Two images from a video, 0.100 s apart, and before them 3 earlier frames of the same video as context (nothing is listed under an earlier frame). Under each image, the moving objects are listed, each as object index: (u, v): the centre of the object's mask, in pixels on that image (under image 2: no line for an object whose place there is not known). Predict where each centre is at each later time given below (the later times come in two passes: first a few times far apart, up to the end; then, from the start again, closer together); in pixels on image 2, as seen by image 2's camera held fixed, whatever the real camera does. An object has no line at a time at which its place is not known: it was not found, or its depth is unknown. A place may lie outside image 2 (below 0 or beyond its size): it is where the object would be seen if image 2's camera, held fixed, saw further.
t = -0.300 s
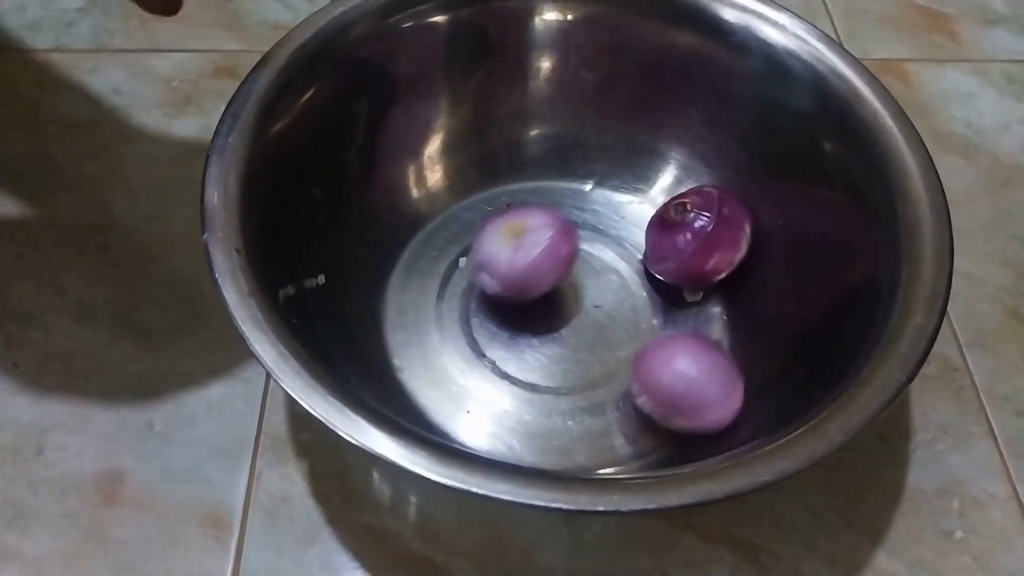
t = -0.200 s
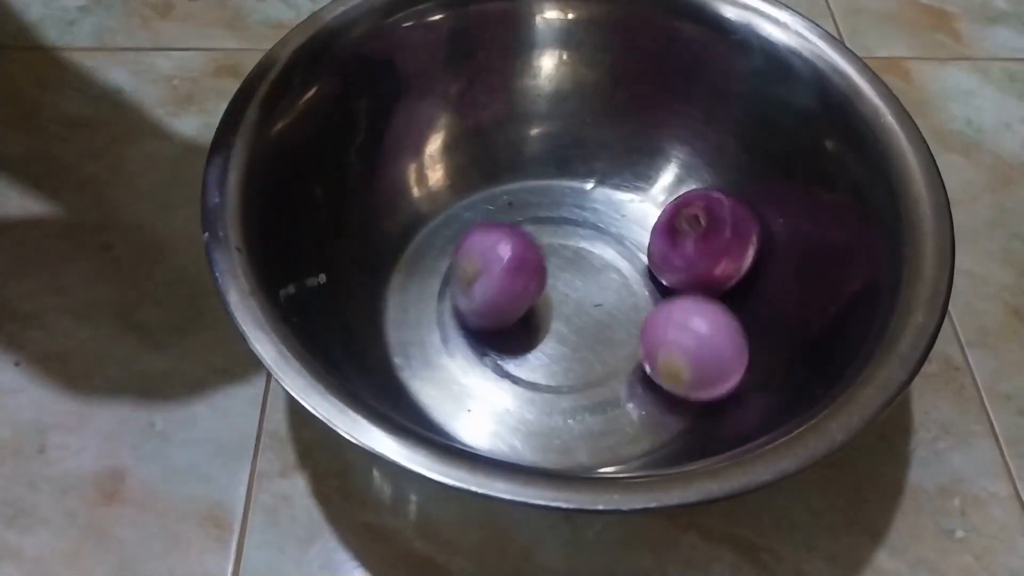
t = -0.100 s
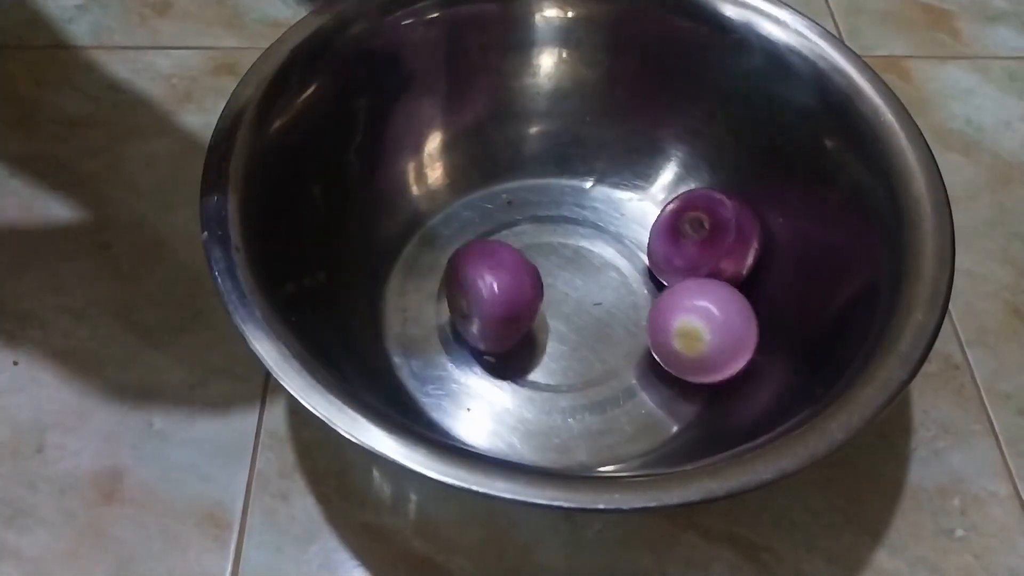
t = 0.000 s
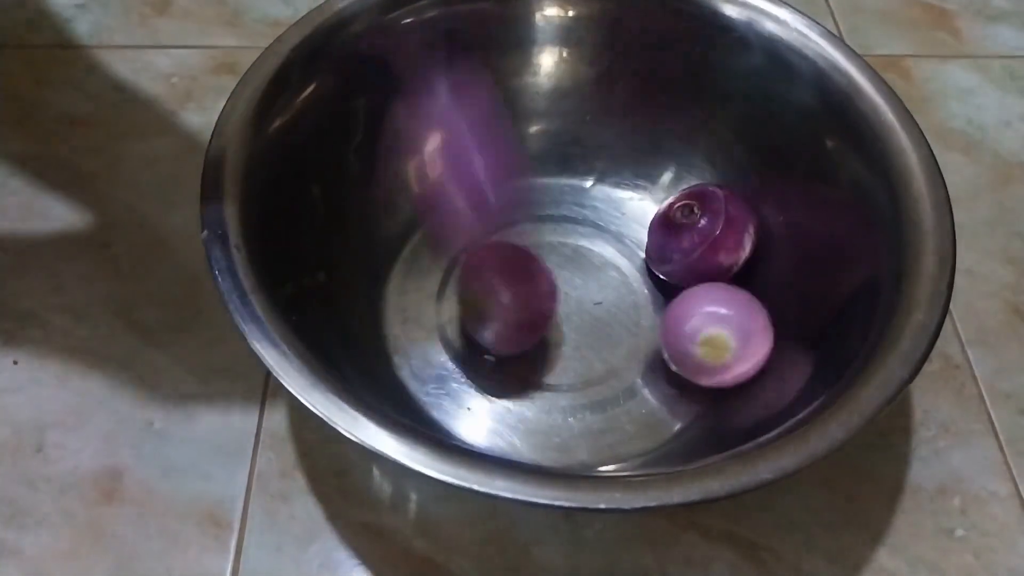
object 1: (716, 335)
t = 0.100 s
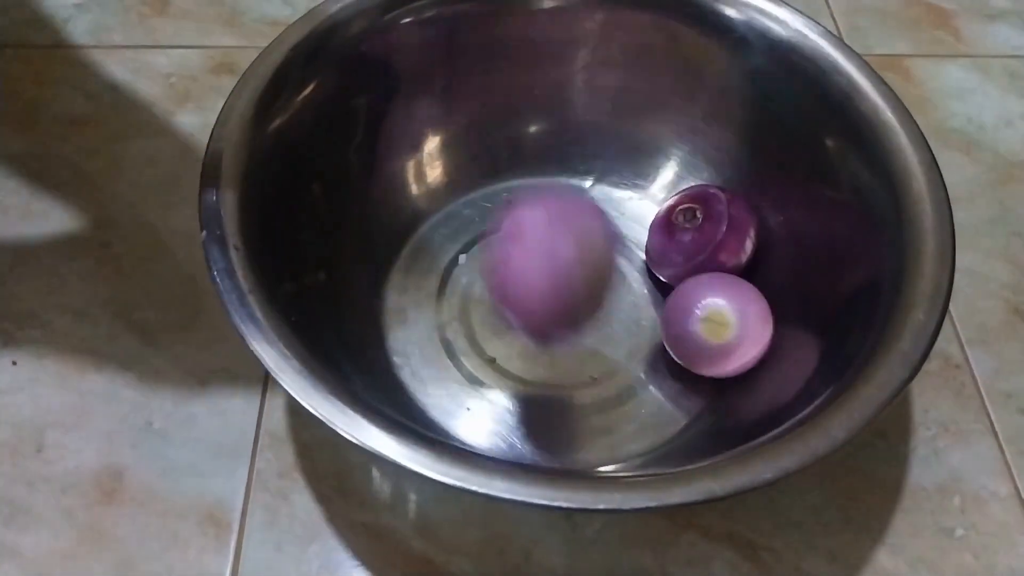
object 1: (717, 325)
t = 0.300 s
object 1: (722, 328)
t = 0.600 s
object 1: (726, 335)
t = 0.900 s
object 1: (718, 329)
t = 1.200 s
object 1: (731, 332)
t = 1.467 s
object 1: (723, 330)
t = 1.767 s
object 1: (730, 332)
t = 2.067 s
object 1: (729, 332)
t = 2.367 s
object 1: (730, 332)
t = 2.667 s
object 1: (730, 332)
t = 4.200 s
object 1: (730, 332)
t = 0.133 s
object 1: (719, 325)
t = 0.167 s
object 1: (719, 325)
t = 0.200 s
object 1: (719, 325)
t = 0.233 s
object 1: (721, 327)
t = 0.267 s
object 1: (723, 327)
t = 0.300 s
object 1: (722, 328)
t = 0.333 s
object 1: (720, 327)
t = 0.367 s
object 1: (720, 328)
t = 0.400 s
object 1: (719, 330)
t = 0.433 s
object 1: (720, 330)
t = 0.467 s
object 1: (722, 328)
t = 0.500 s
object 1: (725, 327)
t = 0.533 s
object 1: (728, 329)
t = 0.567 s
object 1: (726, 332)
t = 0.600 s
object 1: (726, 335)
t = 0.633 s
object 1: (725, 335)
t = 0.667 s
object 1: (725, 335)
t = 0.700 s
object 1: (725, 333)
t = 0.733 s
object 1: (726, 330)
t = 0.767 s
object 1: (726, 327)
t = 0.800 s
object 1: (725, 326)
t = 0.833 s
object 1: (724, 326)
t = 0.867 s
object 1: (721, 328)
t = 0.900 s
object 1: (718, 329)
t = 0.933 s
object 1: (716, 329)
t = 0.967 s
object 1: (715, 328)
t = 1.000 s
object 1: (715, 326)
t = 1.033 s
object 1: (719, 324)
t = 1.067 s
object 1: (724, 320)
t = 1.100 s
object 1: (720, 325)
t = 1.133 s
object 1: (724, 329)
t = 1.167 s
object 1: (727, 332)
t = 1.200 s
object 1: (731, 332)
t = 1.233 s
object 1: (730, 332)
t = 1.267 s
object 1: (728, 332)
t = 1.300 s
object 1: (726, 331)
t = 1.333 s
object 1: (725, 331)
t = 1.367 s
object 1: (724, 331)
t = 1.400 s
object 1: (723, 330)
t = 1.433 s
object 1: (723, 330)
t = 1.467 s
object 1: (723, 330)
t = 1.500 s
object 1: (723, 330)
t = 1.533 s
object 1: (725, 329)
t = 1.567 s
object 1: (727, 329)
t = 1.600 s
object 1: (728, 331)
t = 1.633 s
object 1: (728, 332)
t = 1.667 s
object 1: (730, 331)
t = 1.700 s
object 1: (730, 332)
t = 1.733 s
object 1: (730, 332)
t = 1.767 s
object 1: (730, 332)
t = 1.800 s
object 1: (730, 332)
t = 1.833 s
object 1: (729, 332)
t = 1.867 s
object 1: (729, 332)
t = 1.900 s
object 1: (730, 332)
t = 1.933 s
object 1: (729, 332)
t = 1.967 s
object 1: (729, 332)
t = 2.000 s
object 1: (729, 332)
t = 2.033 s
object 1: (729, 332)
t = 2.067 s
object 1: (729, 332)
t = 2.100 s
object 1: (729, 332)
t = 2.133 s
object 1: (729, 332)
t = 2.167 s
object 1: (730, 332)
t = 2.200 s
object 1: (729, 332)
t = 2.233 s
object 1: (730, 332)
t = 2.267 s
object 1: (730, 332)
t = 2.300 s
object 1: (730, 332)
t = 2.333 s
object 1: (730, 332)
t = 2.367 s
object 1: (730, 332)
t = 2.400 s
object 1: (730, 332)
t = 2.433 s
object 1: (730, 332)
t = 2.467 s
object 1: (730, 332)
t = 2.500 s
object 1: (730, 332)
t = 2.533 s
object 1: (730, 332)
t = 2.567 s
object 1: (729, 332)
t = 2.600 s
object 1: (730, 332)
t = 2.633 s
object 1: (730, 332)
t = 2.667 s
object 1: (730, 332)
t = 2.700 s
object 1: (729, 332)
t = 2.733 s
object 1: (729, 332)
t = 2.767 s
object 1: (729, 332)
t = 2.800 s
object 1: (729, 332)
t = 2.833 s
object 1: (729, 332)
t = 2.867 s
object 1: (729, 332)
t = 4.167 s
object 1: (730, 332)
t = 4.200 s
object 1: (730, 332)
